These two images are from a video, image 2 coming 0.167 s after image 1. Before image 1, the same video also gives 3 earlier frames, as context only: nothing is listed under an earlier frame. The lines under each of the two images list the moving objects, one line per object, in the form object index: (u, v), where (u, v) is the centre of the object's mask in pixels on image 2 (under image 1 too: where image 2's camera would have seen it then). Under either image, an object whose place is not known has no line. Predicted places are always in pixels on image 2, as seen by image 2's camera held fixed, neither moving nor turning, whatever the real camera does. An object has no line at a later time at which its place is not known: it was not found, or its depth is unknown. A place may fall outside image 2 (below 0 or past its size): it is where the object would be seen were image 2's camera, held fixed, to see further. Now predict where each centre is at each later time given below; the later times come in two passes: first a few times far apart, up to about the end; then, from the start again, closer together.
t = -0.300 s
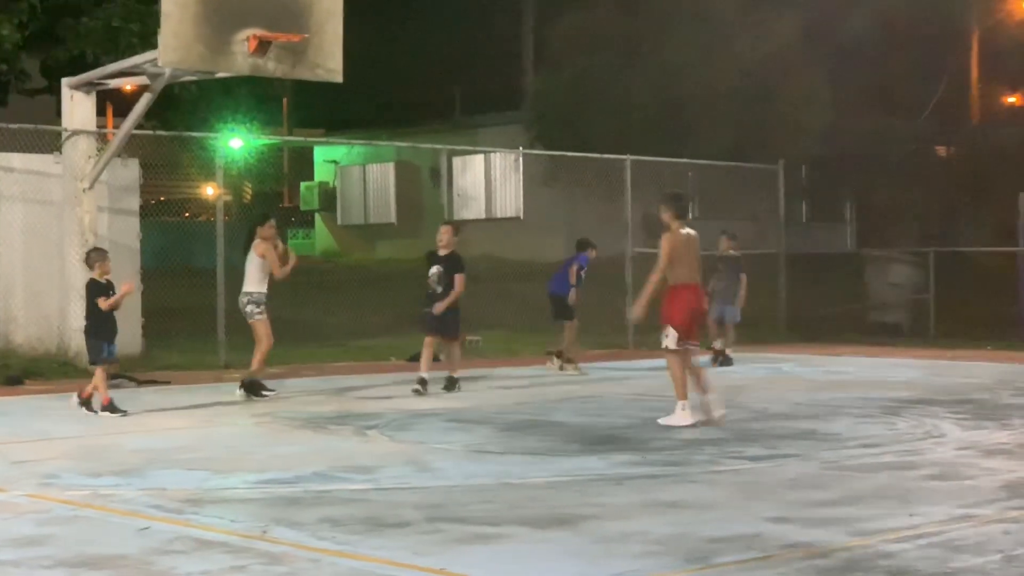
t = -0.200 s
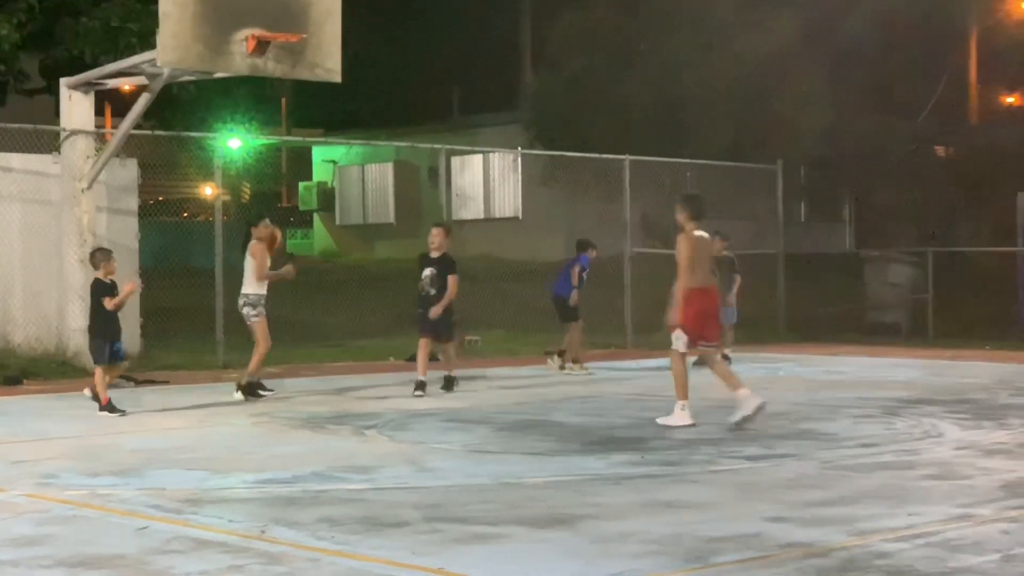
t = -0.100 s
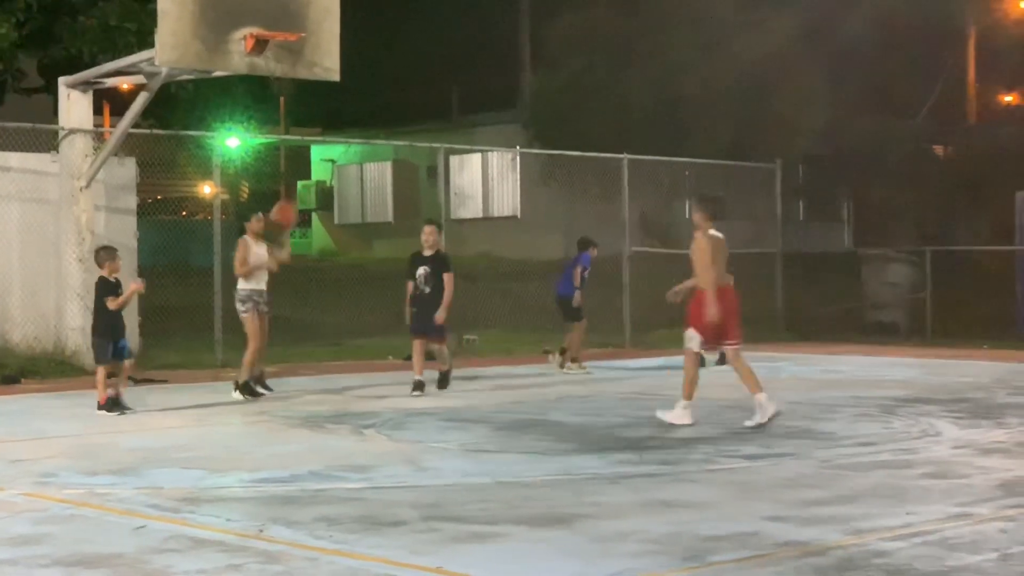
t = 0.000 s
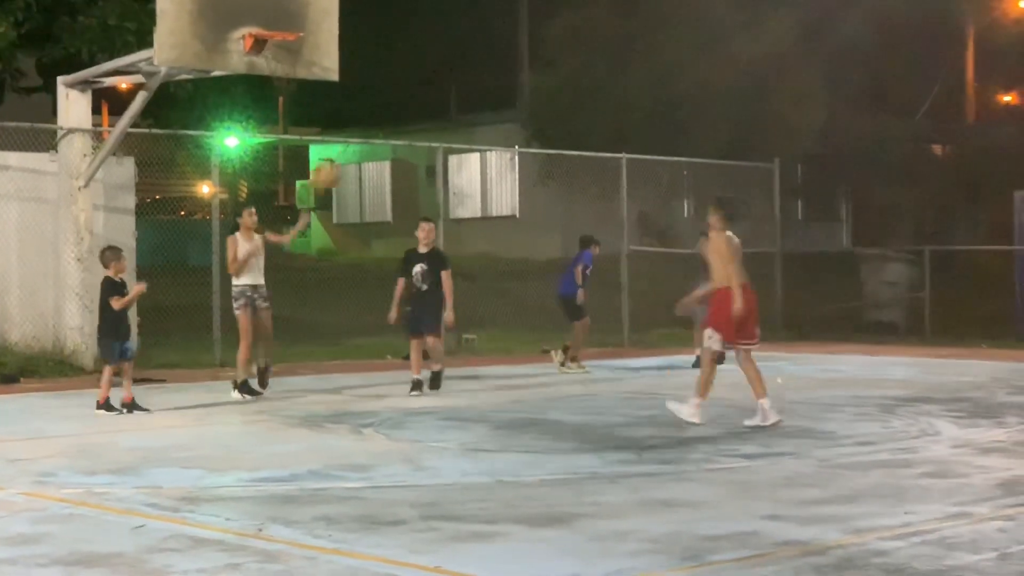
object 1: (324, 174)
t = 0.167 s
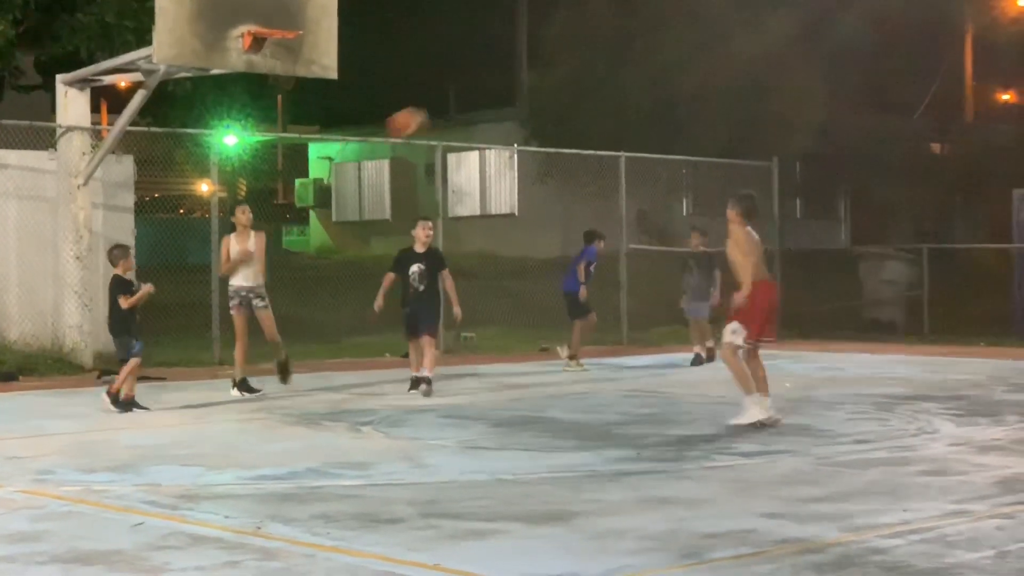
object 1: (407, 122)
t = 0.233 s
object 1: (442, 111)
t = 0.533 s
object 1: (617, 130)
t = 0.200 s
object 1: (425, 117)
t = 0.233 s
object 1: (442, 111)
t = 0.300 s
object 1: (478, 105)
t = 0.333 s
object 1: (497, 104)
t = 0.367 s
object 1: (516, 104)
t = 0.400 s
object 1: (536, 106)
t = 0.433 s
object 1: (554, 109)
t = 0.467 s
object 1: (574, 115)
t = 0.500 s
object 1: (594, 120)
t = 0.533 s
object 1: (617, 130)
